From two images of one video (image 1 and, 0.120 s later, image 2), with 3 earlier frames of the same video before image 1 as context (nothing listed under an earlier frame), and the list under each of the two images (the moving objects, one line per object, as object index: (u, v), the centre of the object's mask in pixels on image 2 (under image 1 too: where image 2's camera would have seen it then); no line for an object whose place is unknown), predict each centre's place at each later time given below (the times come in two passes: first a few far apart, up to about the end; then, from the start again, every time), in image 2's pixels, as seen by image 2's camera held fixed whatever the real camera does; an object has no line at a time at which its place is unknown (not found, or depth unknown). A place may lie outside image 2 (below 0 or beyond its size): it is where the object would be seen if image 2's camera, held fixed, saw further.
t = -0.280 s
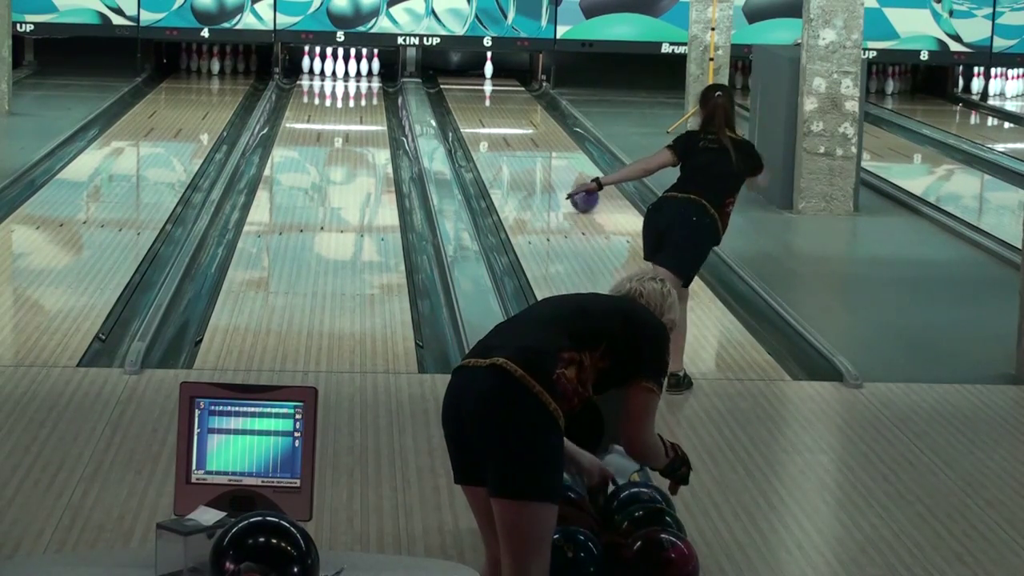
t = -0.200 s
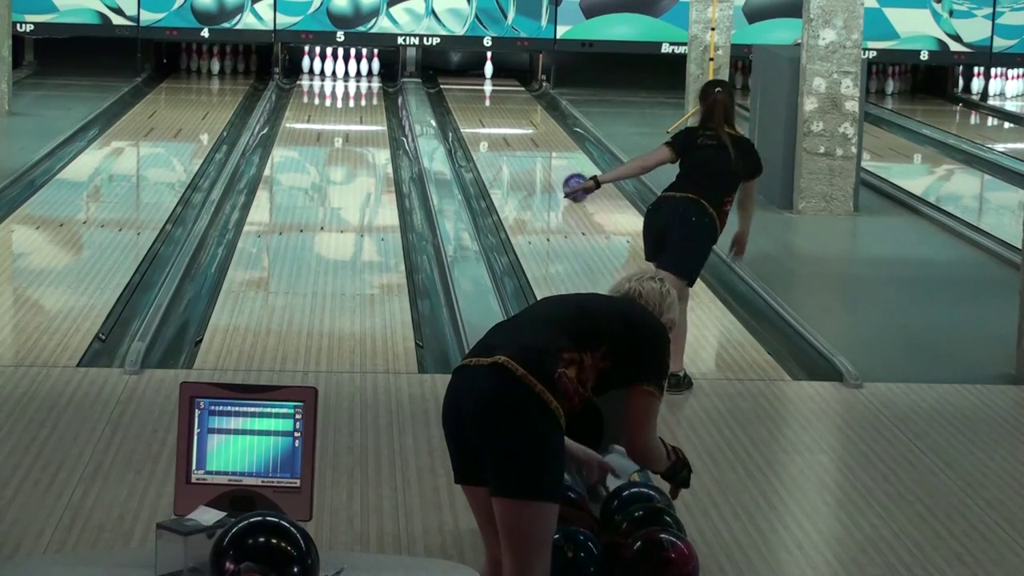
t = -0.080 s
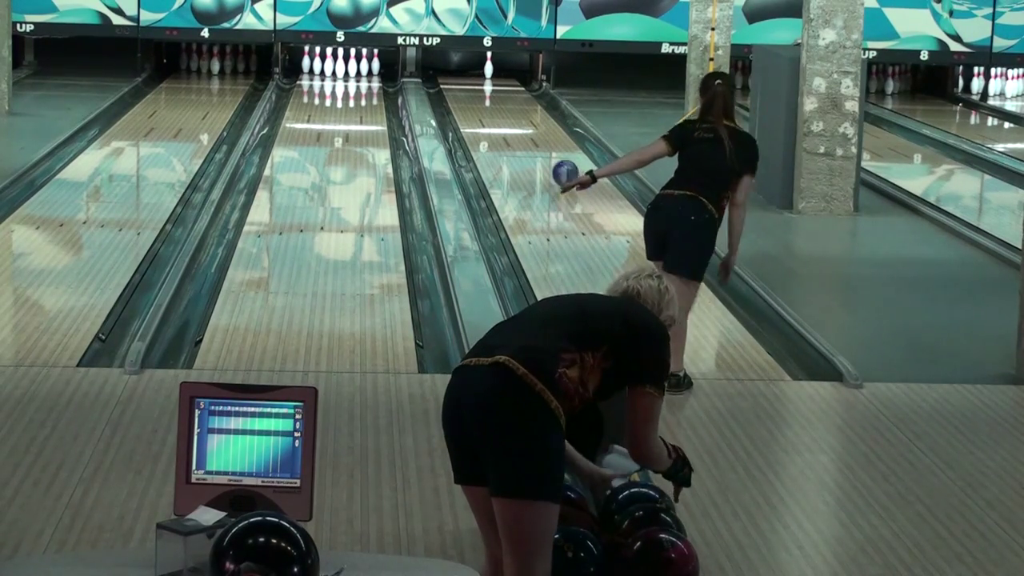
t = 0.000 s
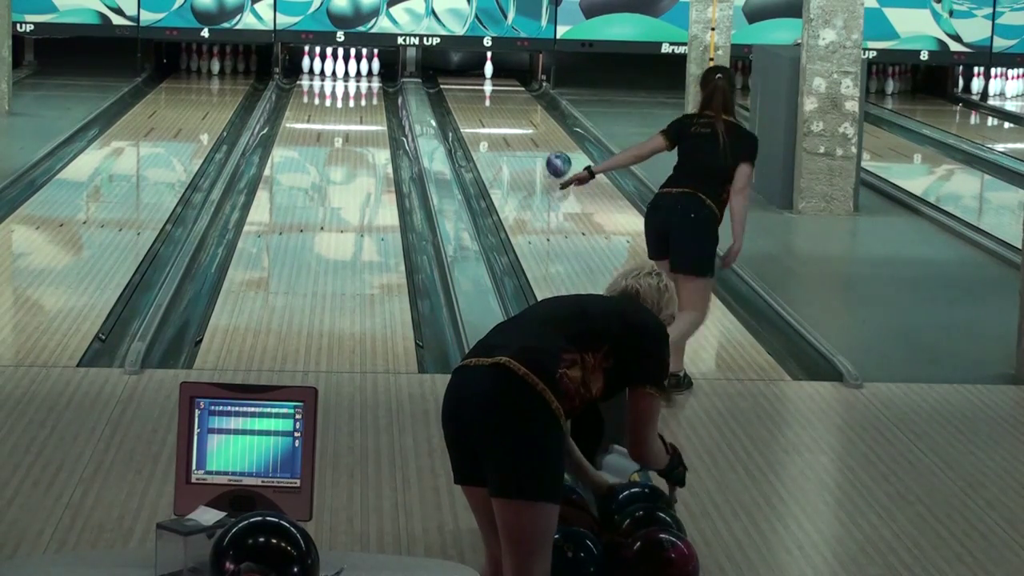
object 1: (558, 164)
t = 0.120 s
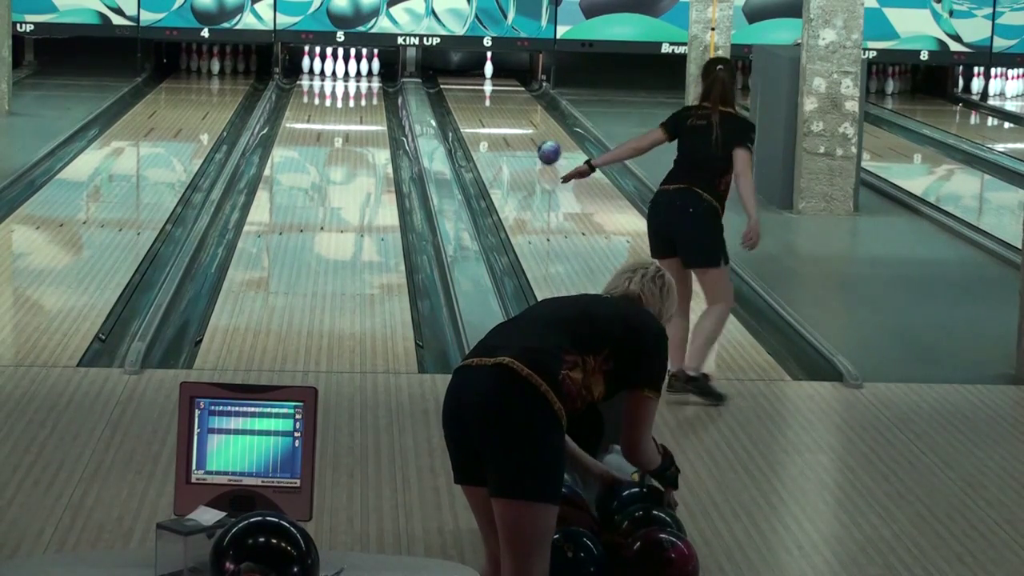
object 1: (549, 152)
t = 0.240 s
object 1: (541, 141)
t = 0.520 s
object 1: (523, 119)
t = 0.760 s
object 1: (512, 104)
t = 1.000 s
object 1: (499, 92)
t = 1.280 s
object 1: (487, 78)
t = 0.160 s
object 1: (546, 148)
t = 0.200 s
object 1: (543, 145)
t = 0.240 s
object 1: (541, 141)
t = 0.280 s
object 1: (538, 138)
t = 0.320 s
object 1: (535, 135)
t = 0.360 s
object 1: (533, 131)
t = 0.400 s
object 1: (531, 128)
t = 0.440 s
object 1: (529, 125)
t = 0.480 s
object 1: (526, 122)
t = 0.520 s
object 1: (523, 119)
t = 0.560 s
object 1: (521, 117)
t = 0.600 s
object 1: (519, 114)
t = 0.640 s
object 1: (517, 112)
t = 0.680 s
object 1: (516, 109)
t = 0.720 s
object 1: (513, 106)
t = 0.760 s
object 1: (512, 104)
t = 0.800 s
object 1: (509, 102)
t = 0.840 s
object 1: (507, 100)
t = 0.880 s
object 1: (505, 97)
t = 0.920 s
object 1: (503, 95)
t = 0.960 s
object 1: (502, 94)
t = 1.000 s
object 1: (499, 92)
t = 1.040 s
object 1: (497, 89)
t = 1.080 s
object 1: (495, 87)
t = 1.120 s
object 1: (493, 85)
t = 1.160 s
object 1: (492, 84)
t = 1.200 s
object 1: (491, 82)
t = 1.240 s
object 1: (488, 81)
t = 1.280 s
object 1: (487, 78)
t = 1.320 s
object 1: (485, 76)
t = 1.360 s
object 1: (483, 76)
